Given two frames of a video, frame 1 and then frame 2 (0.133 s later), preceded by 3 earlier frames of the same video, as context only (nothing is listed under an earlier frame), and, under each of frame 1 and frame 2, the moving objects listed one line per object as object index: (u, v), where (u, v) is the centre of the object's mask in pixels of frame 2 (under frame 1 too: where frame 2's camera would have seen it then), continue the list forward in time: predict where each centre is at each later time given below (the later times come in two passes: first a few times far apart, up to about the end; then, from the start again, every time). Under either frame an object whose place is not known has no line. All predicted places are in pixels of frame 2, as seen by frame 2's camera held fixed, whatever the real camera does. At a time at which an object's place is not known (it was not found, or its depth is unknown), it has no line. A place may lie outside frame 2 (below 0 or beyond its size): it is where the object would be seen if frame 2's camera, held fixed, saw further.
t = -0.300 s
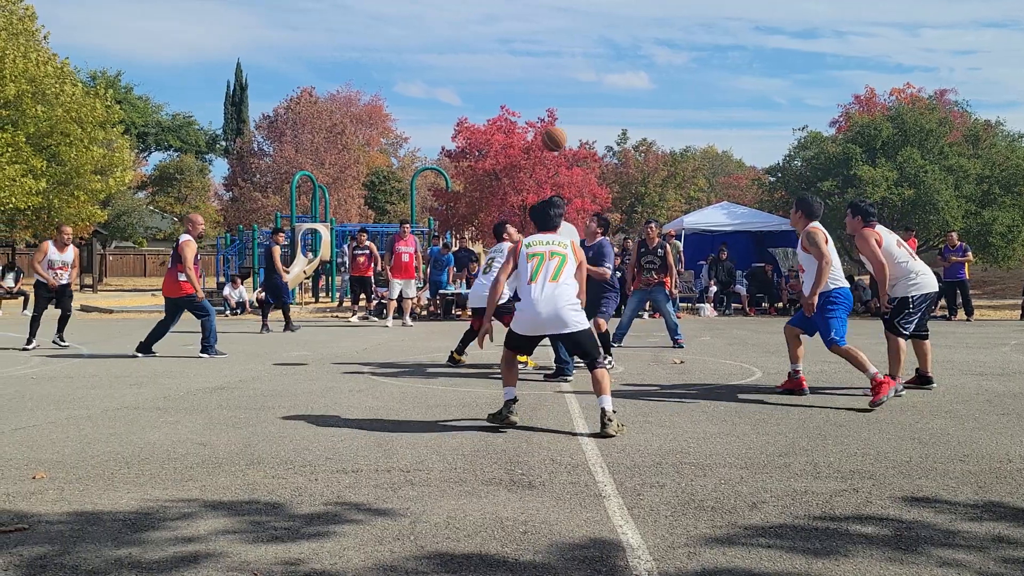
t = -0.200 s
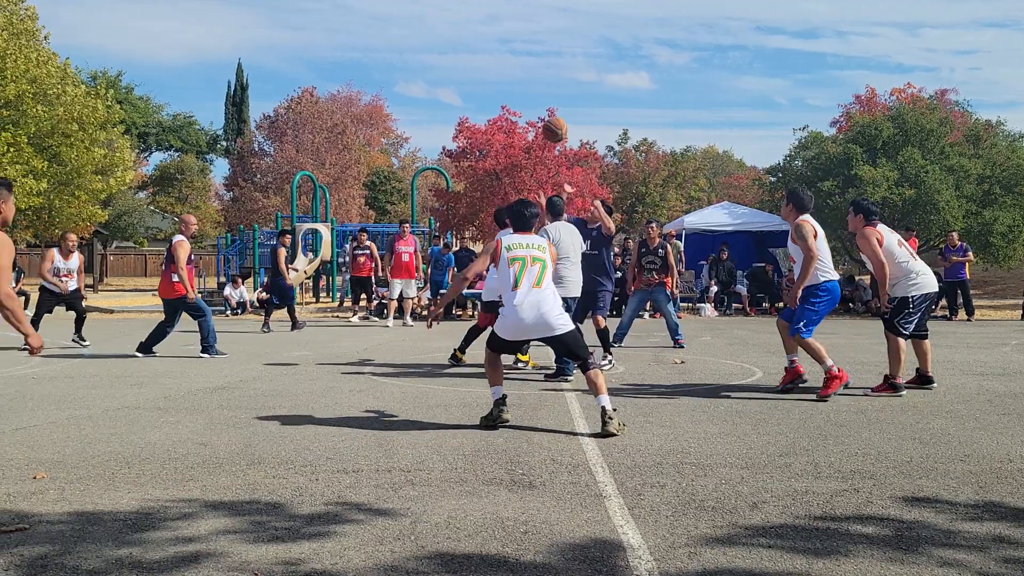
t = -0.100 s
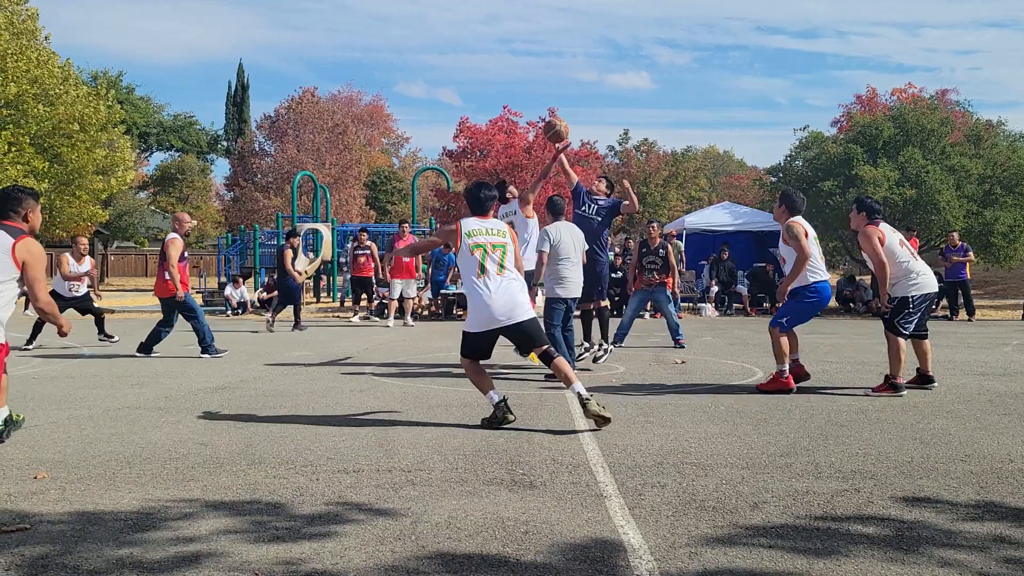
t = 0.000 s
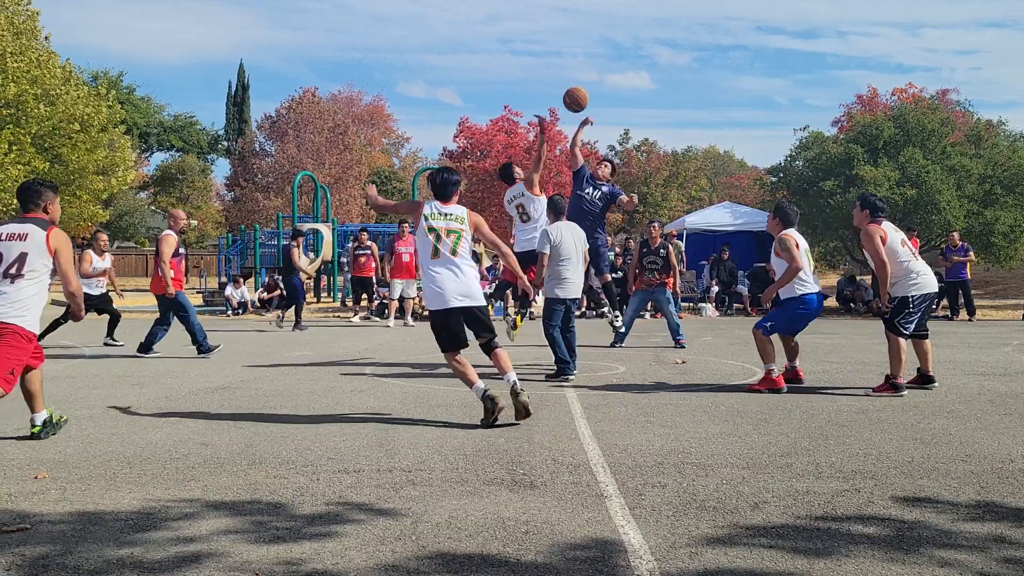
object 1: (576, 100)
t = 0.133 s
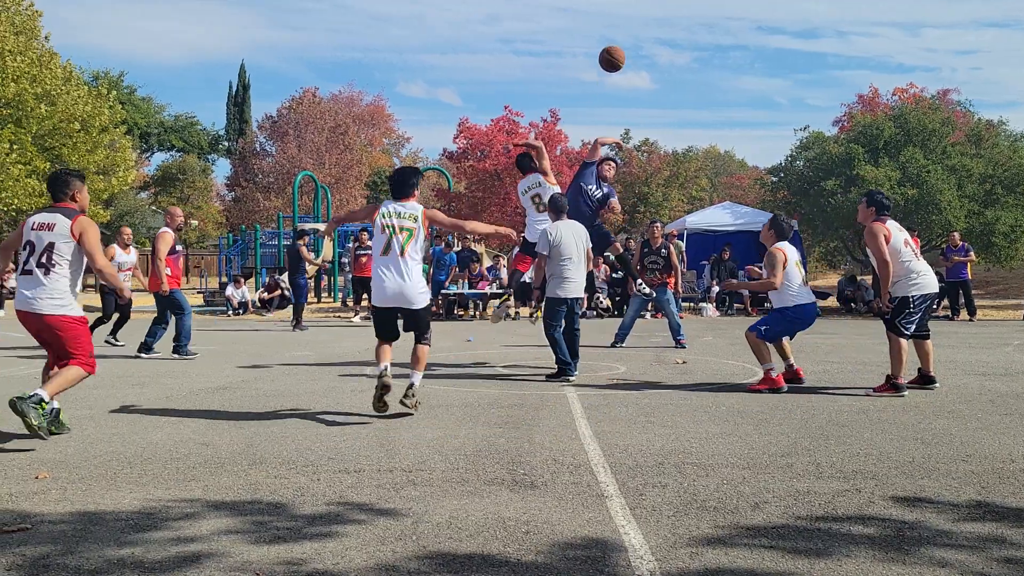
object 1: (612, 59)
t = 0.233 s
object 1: (639, 40)
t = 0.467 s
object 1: (702, 40)
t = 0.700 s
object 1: (764, 103)
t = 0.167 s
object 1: (621, 51)
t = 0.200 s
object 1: (630, 45)
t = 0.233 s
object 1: (639, 40)
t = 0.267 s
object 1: (648, 37)
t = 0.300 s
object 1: (656, 34)
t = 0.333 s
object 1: (666, 33)
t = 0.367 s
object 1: (675, 33)
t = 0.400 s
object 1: (684, 34)
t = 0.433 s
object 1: (692, 37)
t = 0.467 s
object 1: (702, 40)
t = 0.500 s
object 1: (711, 45)
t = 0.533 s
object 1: (720, 52)
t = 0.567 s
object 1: (729, 59)
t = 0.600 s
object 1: (737, 68)
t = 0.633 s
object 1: (747, 78)
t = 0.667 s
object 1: (756, 90)
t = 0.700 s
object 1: (764, 103)
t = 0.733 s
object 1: (773, 117)
